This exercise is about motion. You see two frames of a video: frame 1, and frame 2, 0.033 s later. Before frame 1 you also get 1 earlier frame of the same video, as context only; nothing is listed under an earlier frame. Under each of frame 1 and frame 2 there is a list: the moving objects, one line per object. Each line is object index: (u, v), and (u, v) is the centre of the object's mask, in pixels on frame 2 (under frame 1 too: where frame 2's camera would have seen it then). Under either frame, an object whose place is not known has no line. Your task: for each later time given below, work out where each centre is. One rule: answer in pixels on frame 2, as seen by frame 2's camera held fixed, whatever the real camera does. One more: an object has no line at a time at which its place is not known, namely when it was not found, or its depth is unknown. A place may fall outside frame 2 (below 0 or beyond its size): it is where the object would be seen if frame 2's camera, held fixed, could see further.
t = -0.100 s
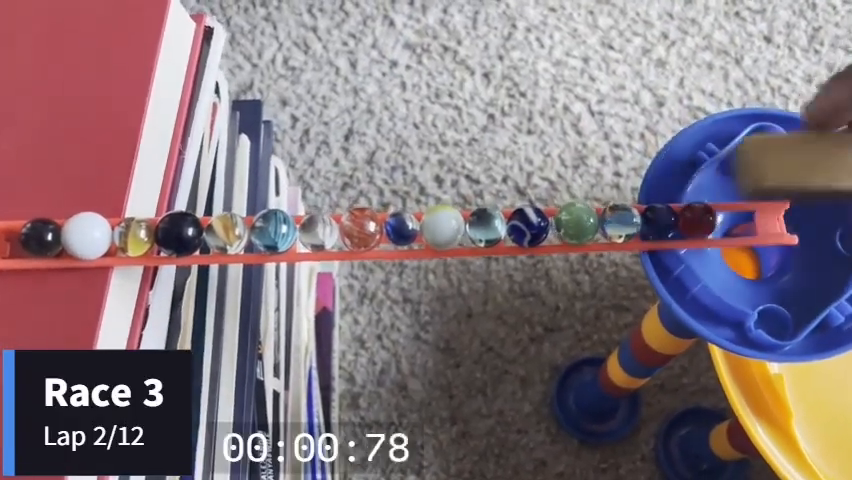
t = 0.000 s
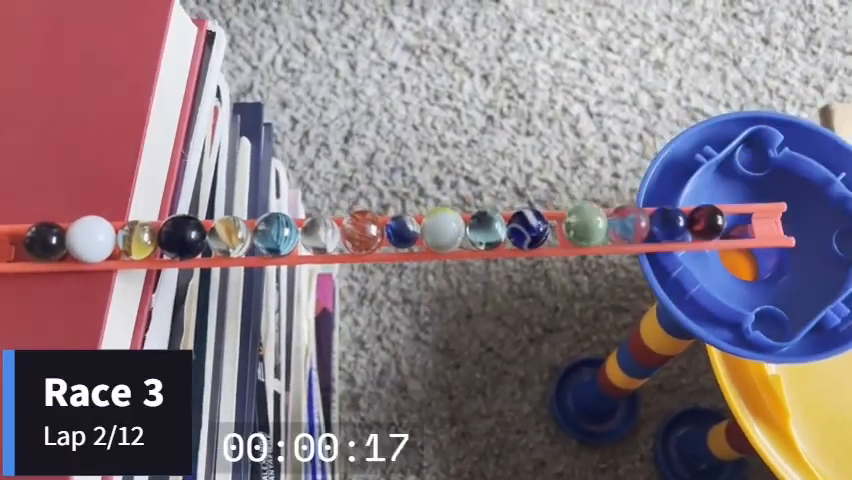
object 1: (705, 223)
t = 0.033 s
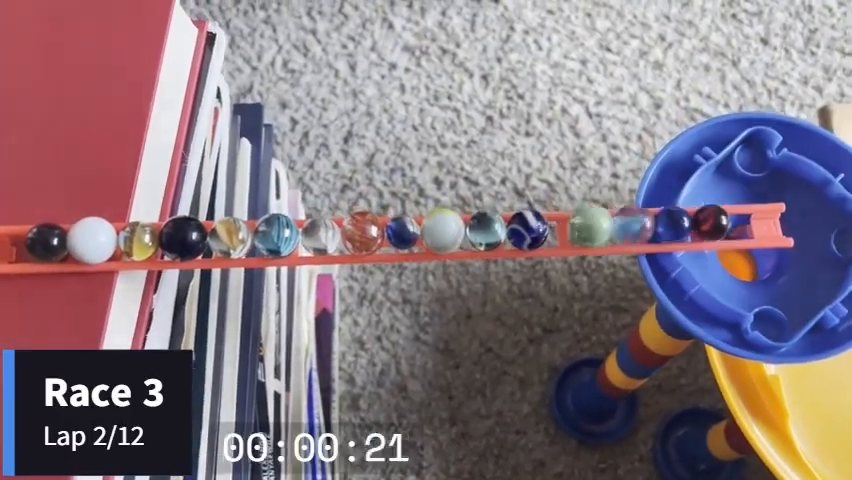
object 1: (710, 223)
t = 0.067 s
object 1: (717, 222)
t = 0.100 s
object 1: (724, 222)
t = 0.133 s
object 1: (732, 222)
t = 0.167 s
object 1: (740, 222)
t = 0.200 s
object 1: (749, 223)
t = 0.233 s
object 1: (758, 222)
